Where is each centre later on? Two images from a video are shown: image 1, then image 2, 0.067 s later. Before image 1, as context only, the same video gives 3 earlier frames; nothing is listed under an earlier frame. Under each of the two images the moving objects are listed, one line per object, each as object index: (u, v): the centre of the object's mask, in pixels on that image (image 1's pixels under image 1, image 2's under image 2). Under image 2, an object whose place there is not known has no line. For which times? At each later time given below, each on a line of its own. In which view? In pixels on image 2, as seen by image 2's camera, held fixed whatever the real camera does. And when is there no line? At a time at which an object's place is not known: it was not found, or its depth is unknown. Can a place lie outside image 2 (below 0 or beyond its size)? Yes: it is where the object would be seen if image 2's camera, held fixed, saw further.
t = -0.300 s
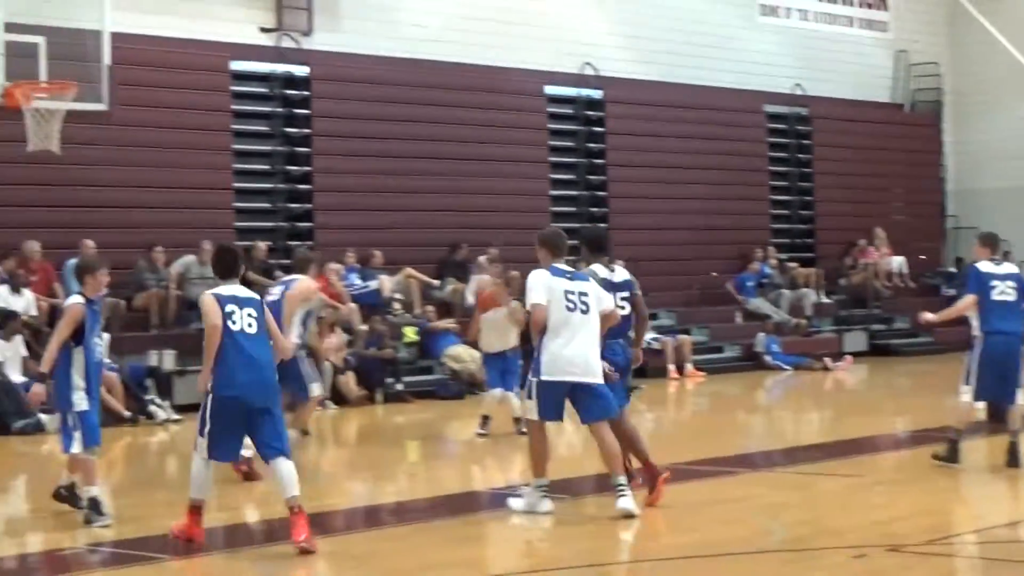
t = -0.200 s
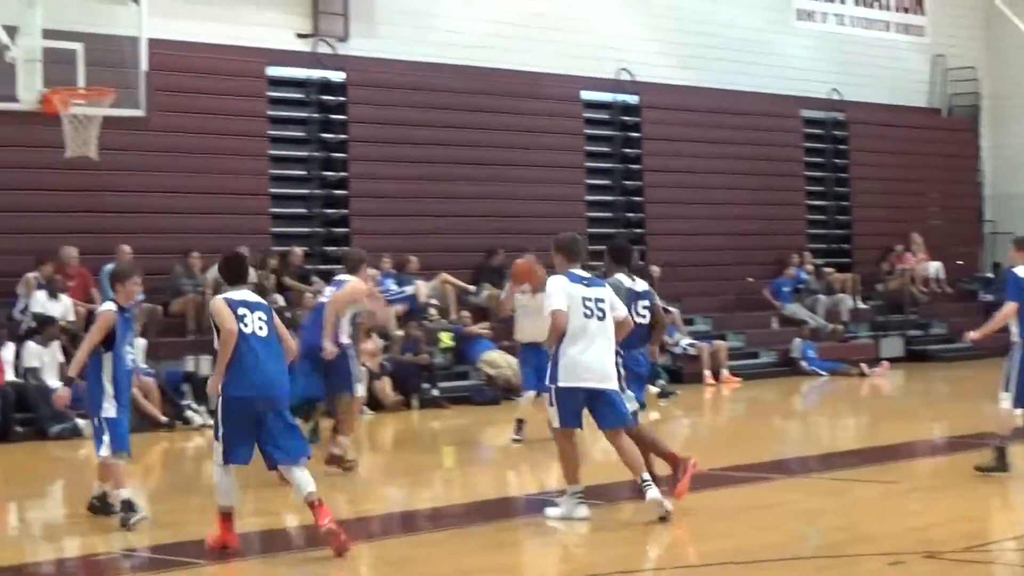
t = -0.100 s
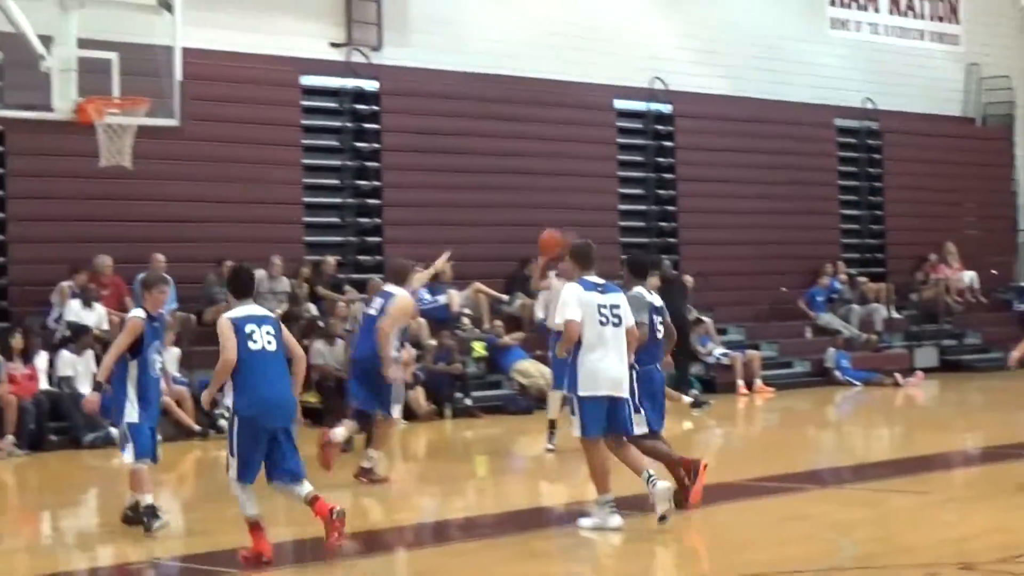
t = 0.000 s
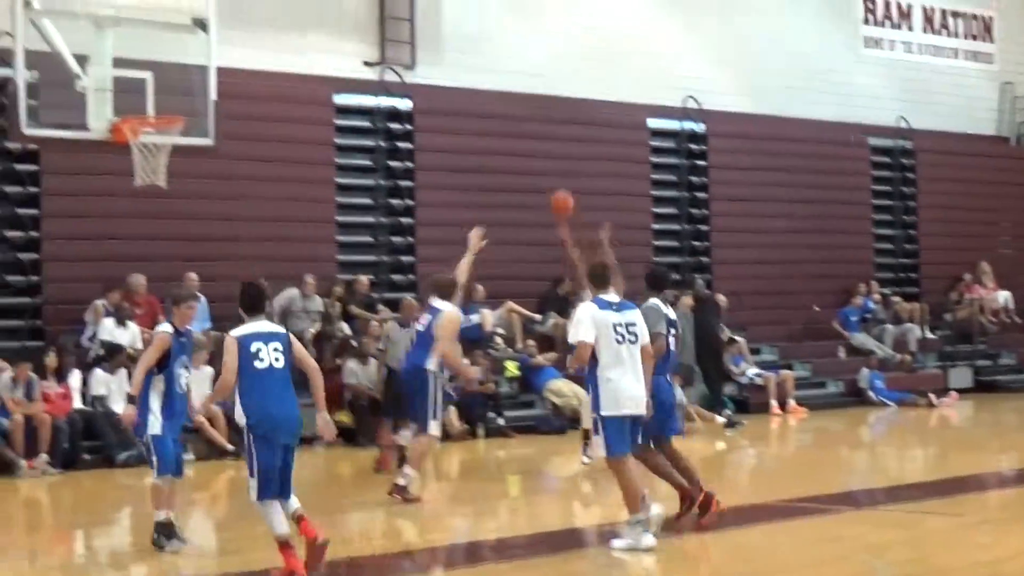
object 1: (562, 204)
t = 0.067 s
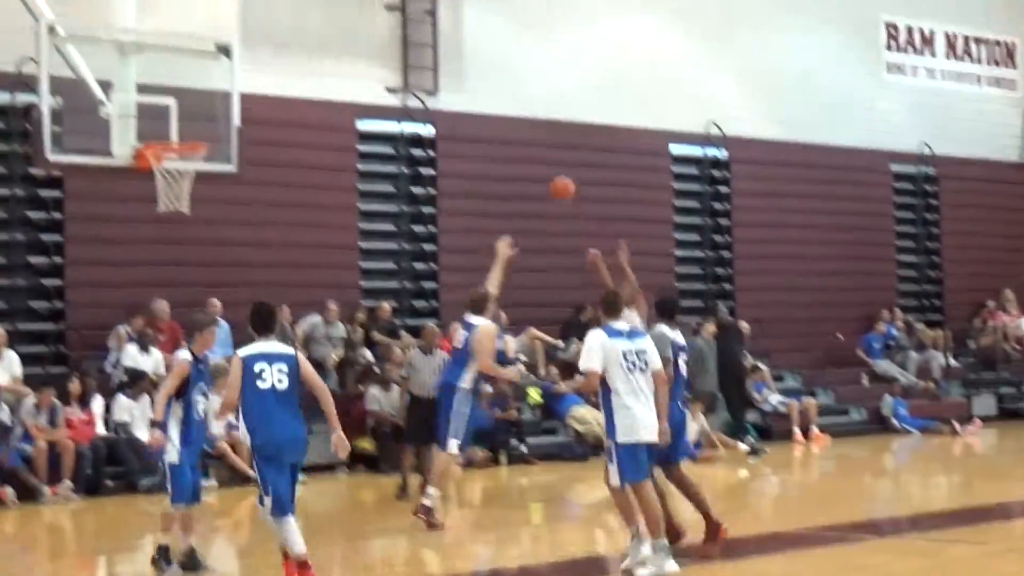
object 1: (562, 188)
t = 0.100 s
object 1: (551, 169)
